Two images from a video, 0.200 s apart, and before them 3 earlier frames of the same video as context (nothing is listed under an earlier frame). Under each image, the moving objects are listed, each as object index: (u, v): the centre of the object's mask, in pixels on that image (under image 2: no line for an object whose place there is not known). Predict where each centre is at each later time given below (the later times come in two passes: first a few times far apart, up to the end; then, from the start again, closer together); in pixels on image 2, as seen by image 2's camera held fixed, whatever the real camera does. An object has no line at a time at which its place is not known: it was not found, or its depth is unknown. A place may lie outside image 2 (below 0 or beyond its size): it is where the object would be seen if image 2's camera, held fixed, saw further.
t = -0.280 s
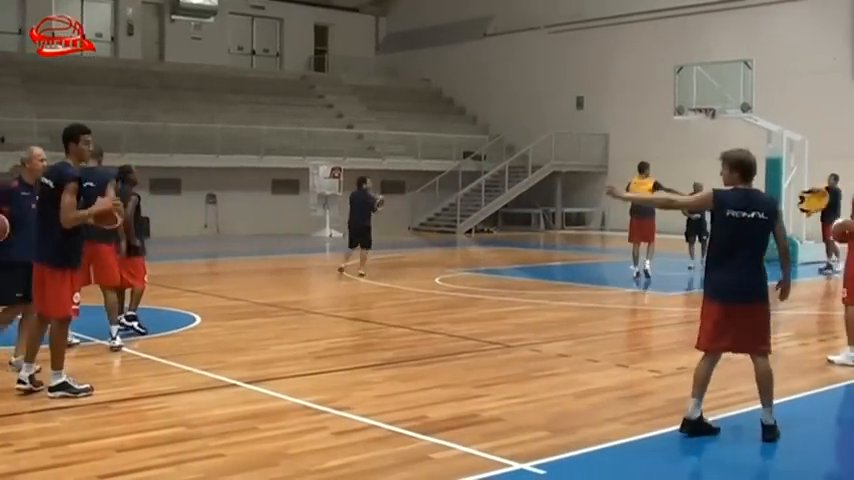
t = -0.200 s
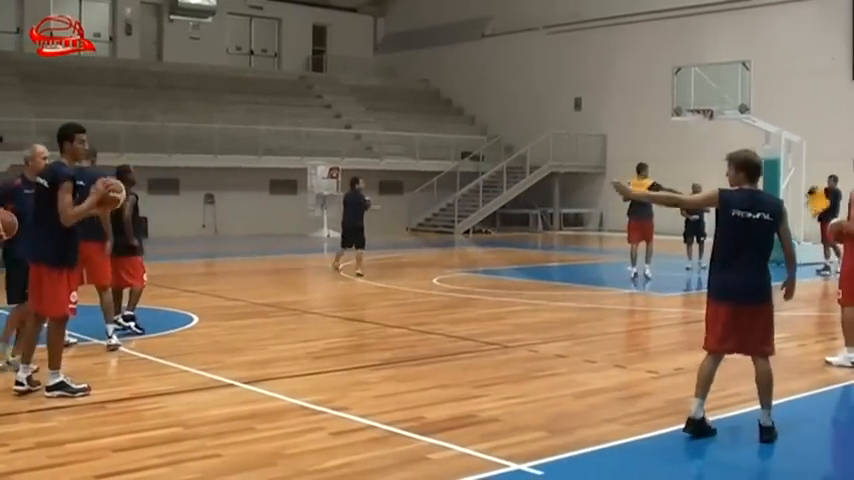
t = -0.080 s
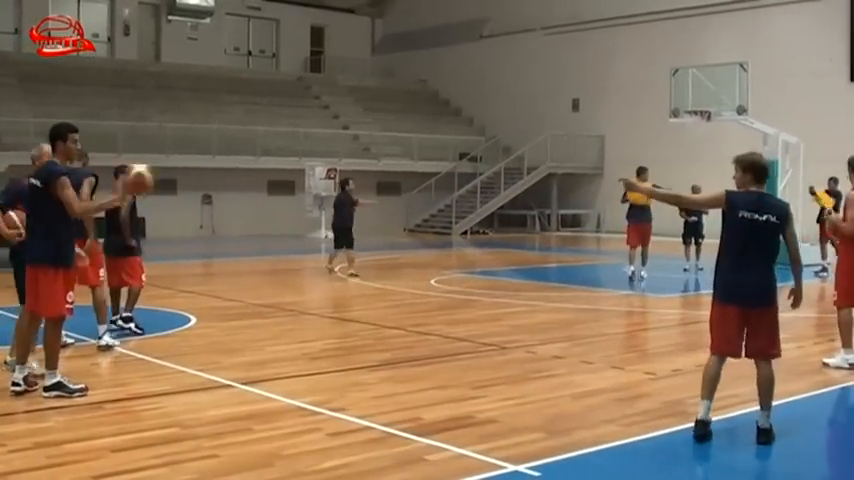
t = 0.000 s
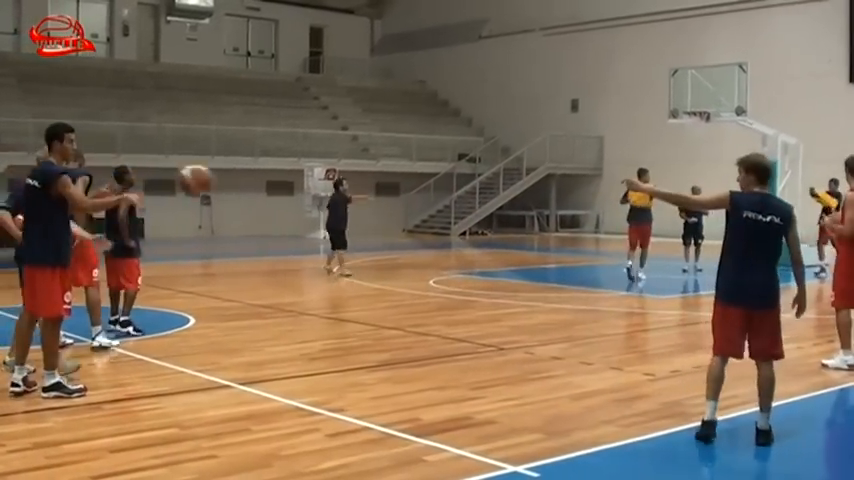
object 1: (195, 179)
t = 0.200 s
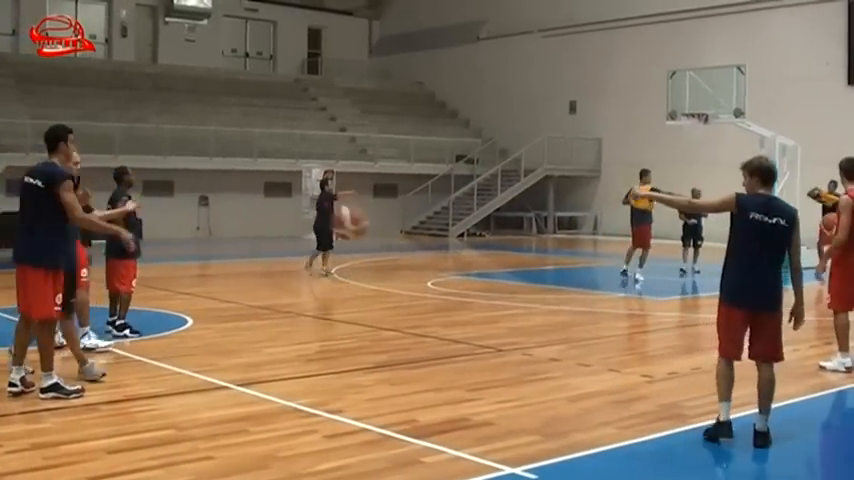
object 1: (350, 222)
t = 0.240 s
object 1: (381, 238)
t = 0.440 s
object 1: (546, 350)
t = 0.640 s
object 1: (653, 340)
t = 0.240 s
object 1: (381, 238)
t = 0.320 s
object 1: (446, 276)
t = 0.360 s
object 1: (478, 298)
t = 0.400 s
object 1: (511, 323)
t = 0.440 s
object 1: (546, 350)
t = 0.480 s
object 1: (579, 381)
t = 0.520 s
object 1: (610, 405)
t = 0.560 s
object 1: (624, 382)
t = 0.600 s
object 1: (640, 361)
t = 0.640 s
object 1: (653, 340)
